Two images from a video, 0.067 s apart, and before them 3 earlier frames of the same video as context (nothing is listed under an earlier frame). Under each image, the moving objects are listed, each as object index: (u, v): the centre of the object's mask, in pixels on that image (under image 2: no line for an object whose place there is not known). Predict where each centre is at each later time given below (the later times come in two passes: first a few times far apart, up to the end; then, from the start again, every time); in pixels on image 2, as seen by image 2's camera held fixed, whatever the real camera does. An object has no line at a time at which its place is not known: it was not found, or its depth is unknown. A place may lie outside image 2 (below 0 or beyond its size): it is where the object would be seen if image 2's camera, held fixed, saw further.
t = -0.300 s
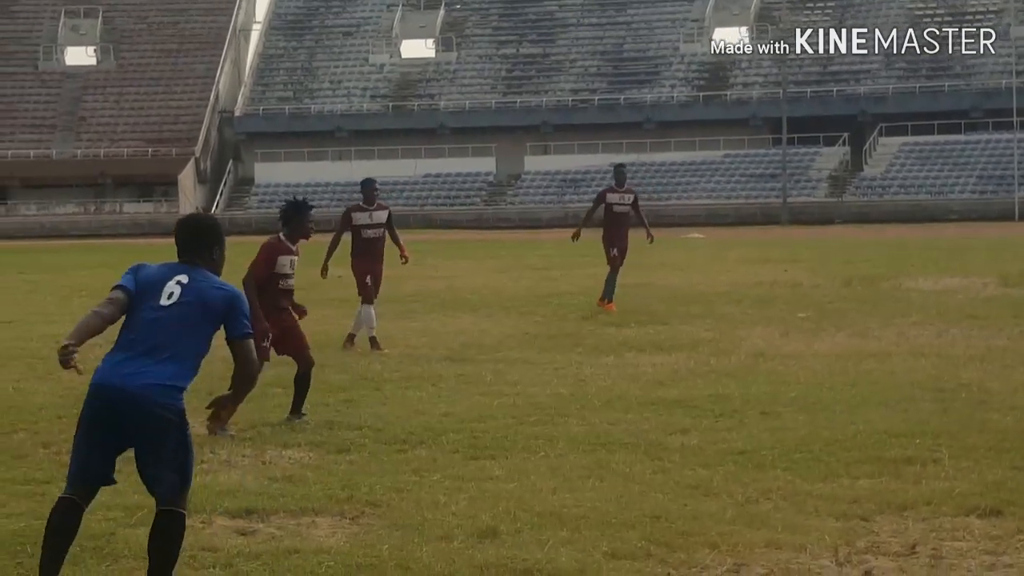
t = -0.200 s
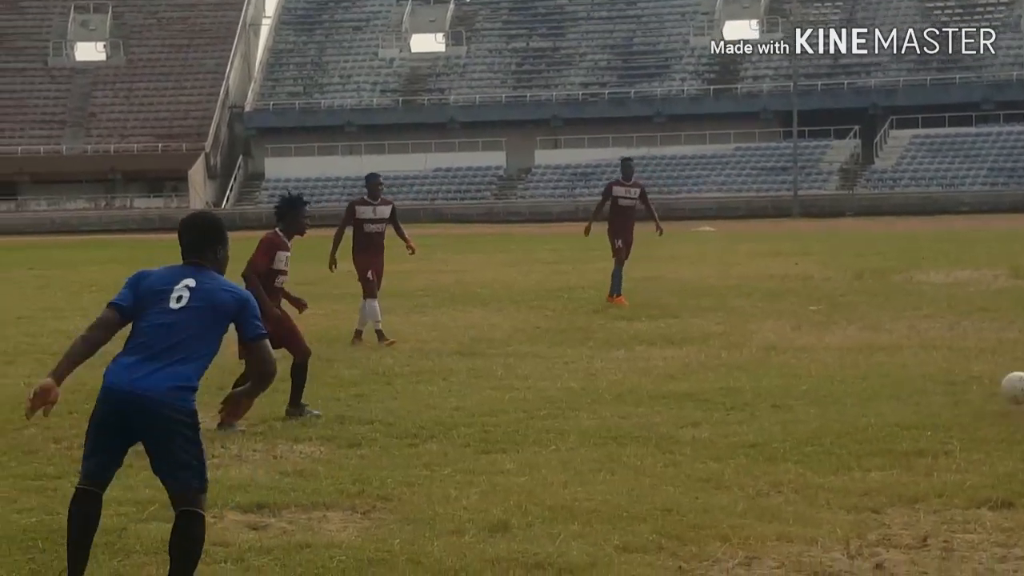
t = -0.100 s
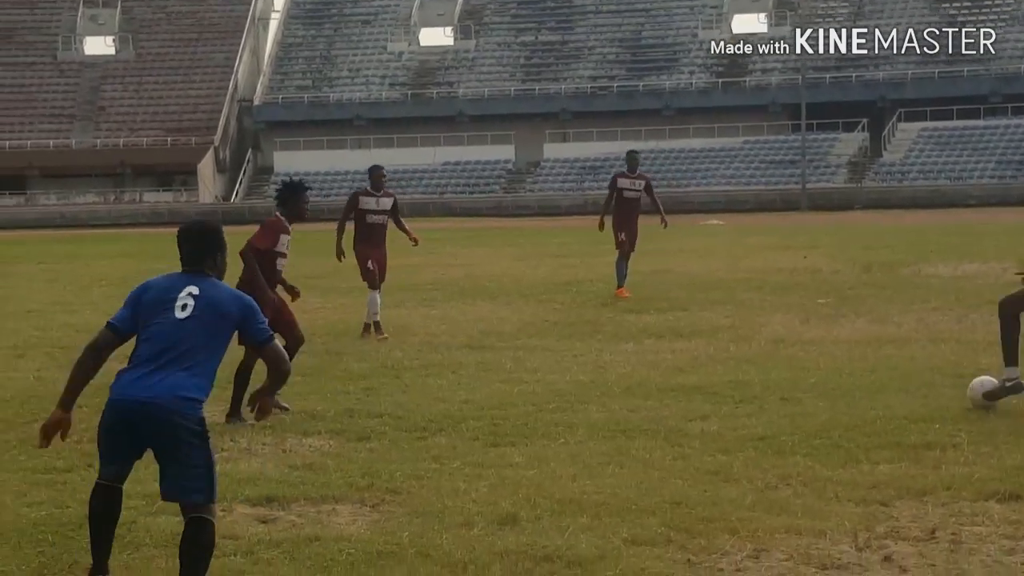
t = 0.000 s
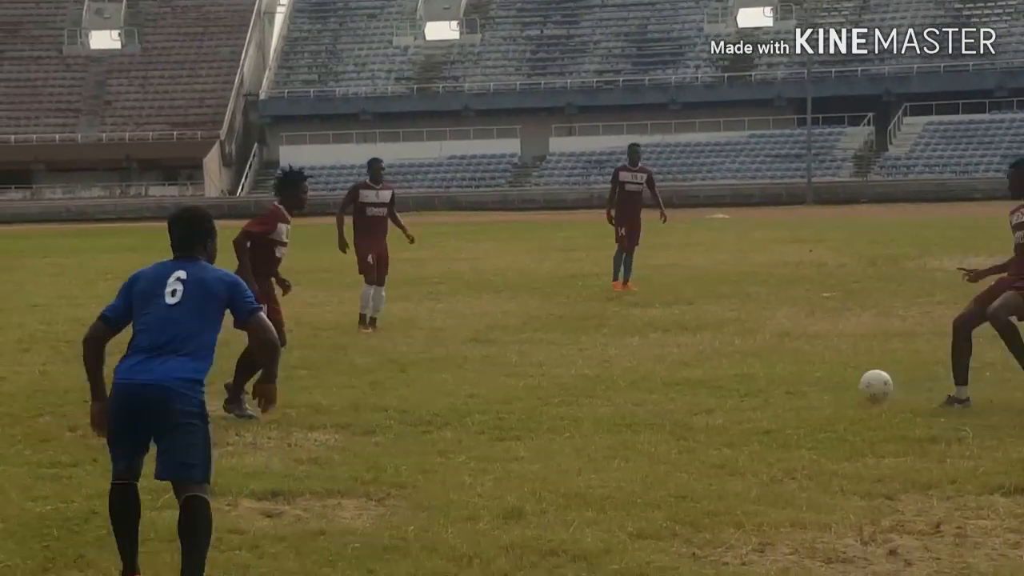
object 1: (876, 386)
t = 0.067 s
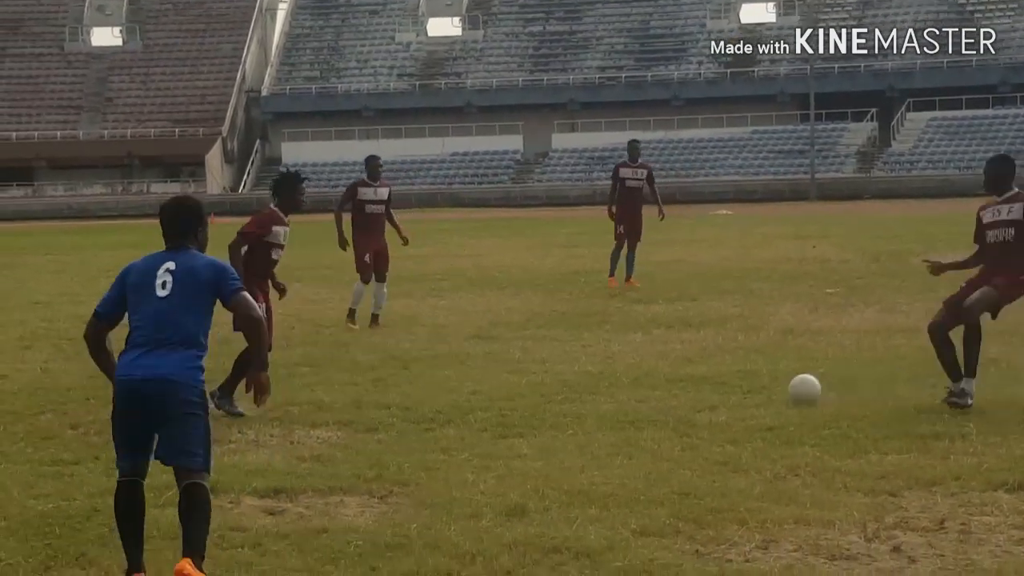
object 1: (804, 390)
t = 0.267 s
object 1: (617, 391)
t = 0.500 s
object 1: (471, 353)
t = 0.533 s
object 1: (451, 354)
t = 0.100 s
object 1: (770, 389)
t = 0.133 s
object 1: (739, 388)
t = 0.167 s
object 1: (708, 387)
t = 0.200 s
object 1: (677, 388)
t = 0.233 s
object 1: (647, 389)
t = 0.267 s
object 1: (617, 391)
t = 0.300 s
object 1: (597, 383)
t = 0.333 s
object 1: (576, 373)
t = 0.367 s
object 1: (555, 366)
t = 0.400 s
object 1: (533, 361)
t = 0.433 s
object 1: (513, 357)
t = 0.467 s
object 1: (492, 354)
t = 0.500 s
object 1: (471, 353)
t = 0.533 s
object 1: (451, 354)
